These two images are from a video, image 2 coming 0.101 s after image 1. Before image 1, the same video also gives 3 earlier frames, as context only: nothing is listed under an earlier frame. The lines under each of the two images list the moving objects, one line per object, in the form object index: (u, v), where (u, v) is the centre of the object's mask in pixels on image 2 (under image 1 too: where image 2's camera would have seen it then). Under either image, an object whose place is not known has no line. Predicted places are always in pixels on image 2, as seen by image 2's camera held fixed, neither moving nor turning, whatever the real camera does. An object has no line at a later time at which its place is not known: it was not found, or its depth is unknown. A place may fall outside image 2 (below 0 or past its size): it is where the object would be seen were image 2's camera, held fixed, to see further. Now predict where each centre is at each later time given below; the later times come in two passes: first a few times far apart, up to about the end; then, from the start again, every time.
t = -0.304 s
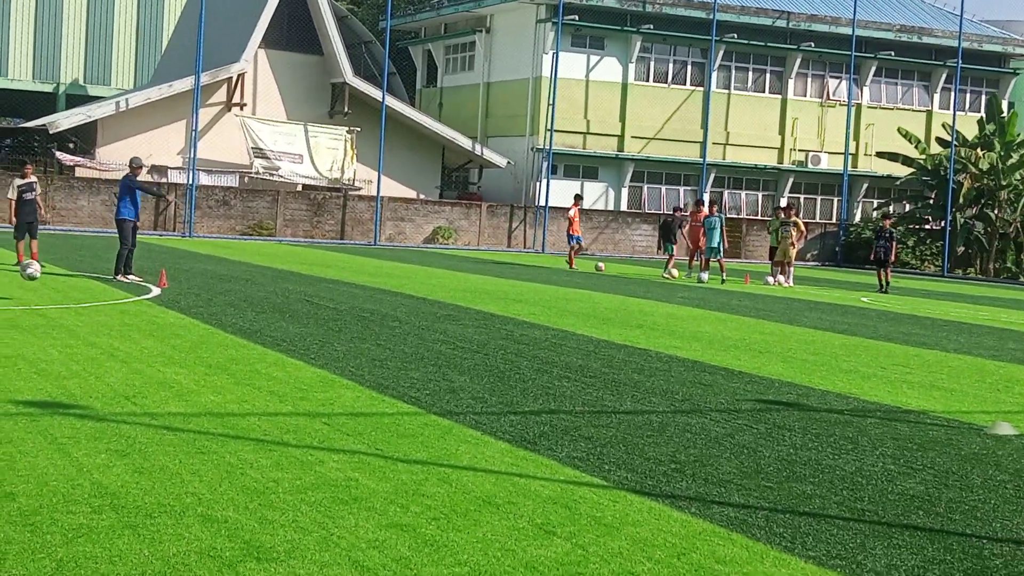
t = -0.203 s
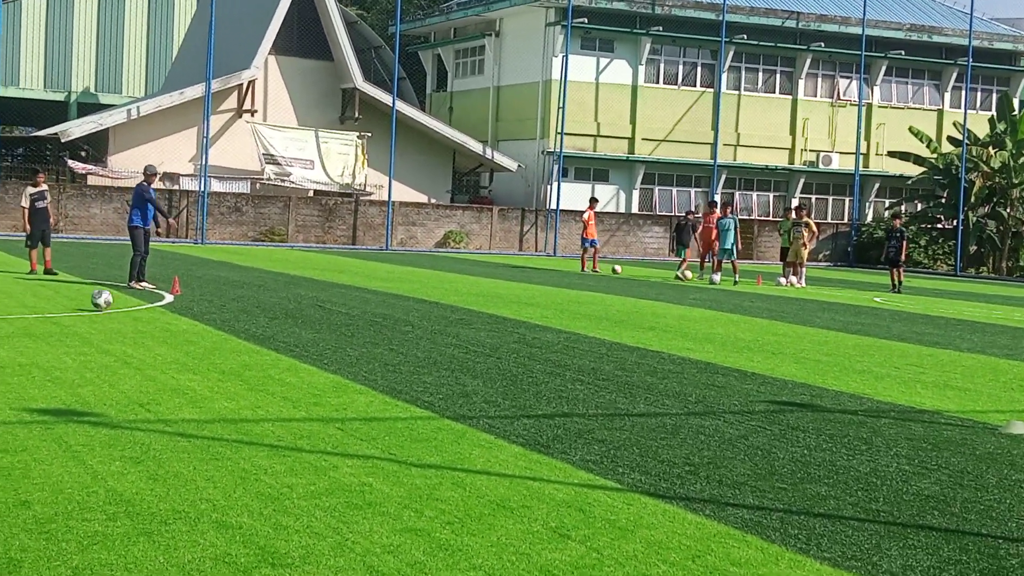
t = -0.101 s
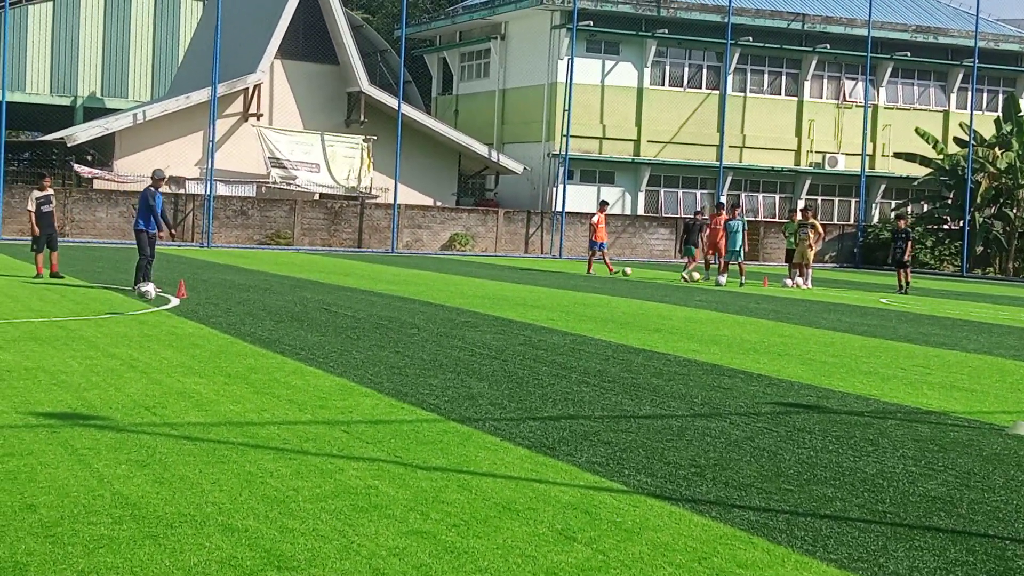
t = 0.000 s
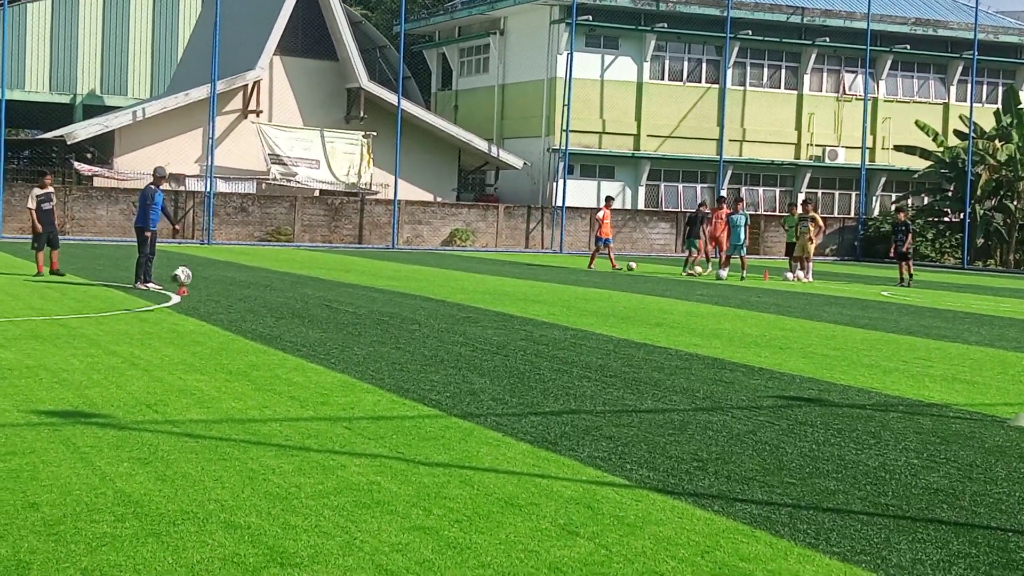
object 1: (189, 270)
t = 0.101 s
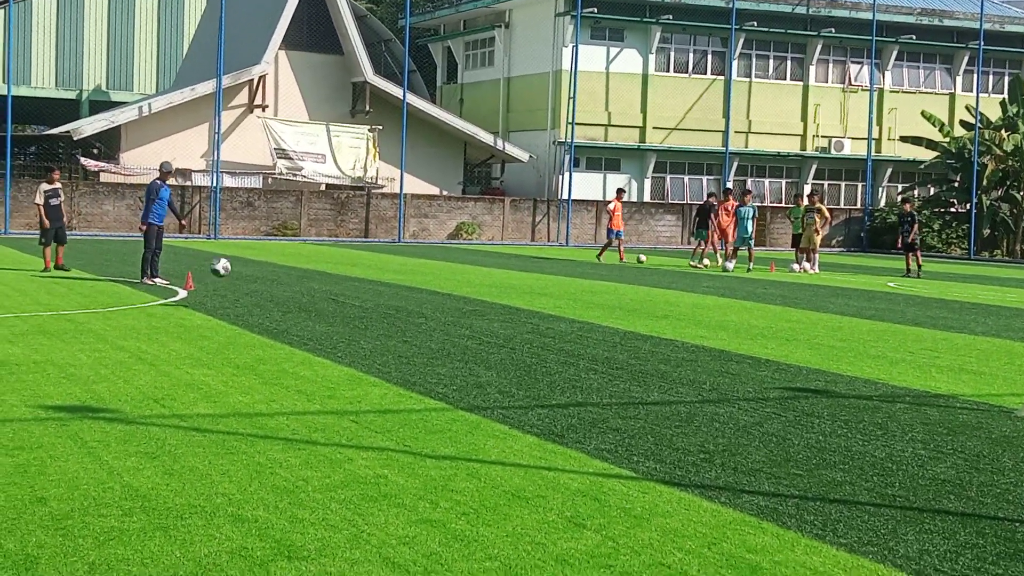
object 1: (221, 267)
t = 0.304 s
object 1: (283, 290)
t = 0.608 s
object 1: (381, 294)
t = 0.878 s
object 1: (466, 302)
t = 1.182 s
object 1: (554, 304)
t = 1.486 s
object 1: (634, 307)
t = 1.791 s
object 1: (709, 310)
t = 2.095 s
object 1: (777, 310)
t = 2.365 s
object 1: (833, 311)
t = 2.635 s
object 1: (883, 313)
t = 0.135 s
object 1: (231, 269)
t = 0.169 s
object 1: (242, 271)
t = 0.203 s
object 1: (252, 274)
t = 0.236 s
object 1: (262, 278)
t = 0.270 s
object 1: (272, 283)
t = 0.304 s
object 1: (283, 290)
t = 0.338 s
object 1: (292, 297)
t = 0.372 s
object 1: (303, 299)
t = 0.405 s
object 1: (315, 294)
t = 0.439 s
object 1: (326, 292)
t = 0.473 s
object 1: (337, 291)
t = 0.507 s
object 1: (348, 291)
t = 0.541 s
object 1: (359, 291)
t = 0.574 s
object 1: (370, 292)
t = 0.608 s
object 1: (381, 294)
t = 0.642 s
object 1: (392, 297)
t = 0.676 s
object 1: (403, 301)
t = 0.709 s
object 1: (413, 300)
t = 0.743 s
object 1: (424, 298)
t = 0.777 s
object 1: (434, 298)
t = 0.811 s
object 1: (445, 299)
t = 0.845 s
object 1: (456, 301)
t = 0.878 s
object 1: (466, 302)
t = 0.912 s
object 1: (476, 303)
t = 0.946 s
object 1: (486, 302)
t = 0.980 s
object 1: (496, 303)
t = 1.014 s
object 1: (506, 303)
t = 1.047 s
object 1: (516, 304)
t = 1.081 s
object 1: (525, 304)
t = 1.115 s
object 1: (535, 304)
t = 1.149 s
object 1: (545, 305)
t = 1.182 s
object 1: (554, 304)
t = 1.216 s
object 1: (563, 305)
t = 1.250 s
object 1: (572, 305)
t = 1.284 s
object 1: (581, 305)
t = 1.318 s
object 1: (590, 305)
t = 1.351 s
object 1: (599, 306)
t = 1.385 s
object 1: (608, 306)
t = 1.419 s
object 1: (617, 306)
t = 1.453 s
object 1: (626, 307)
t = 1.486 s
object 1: (634, 307)
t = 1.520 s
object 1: (643, 307)
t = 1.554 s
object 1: (652, 308)
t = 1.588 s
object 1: (660, 308)
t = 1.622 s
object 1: (668, 308)
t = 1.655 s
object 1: (677, 308)
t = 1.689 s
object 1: (685, 308)
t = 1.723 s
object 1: (693, 309)
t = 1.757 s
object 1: (701, 309)
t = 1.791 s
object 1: (709, 310)
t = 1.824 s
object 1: (717, 309)
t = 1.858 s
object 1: (725, 310)
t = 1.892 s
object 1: (732, 310)
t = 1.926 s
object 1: (740, 310)
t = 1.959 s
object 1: (747, 310)
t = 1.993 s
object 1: (755, 310)
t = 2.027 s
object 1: (762, 310)
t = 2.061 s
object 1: (769, 310)
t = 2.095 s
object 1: (777, 310)
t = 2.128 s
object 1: (784, 311)
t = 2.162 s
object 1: (791, 311)
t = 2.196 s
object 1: (798, 311)
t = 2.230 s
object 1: (805, 311)
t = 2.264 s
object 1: (812, 312)
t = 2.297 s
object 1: (819, 312)
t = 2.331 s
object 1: (825, 312)
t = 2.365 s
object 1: (833, 311)
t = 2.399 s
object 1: (839, 312)
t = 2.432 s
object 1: (846, 312)
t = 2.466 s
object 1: (852, 313)
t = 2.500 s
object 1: (858, 313)
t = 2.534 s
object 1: (865, 313)
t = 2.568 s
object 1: (871, 314)
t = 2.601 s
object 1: (878, 313)
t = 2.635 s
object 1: (883, 313)
